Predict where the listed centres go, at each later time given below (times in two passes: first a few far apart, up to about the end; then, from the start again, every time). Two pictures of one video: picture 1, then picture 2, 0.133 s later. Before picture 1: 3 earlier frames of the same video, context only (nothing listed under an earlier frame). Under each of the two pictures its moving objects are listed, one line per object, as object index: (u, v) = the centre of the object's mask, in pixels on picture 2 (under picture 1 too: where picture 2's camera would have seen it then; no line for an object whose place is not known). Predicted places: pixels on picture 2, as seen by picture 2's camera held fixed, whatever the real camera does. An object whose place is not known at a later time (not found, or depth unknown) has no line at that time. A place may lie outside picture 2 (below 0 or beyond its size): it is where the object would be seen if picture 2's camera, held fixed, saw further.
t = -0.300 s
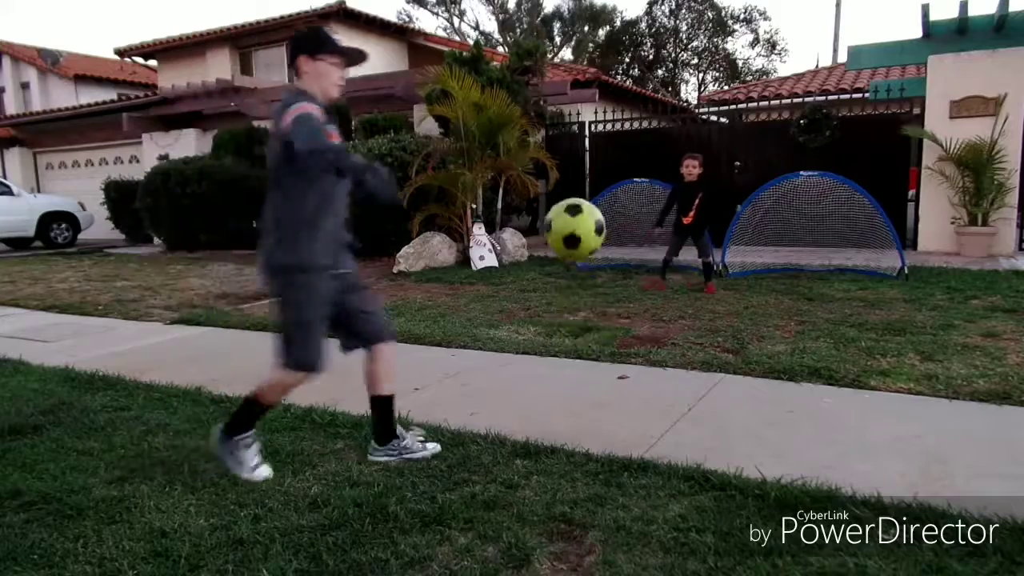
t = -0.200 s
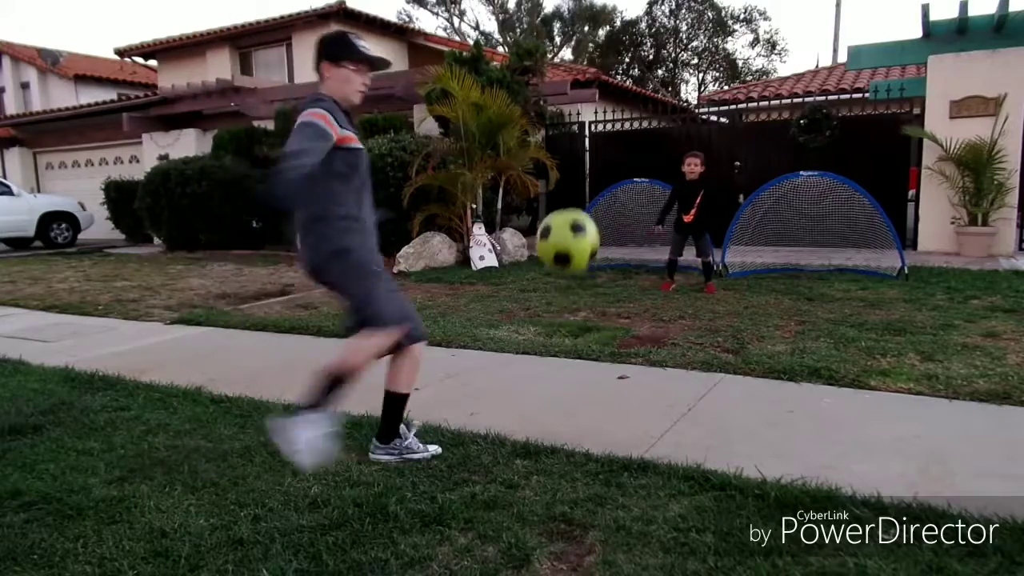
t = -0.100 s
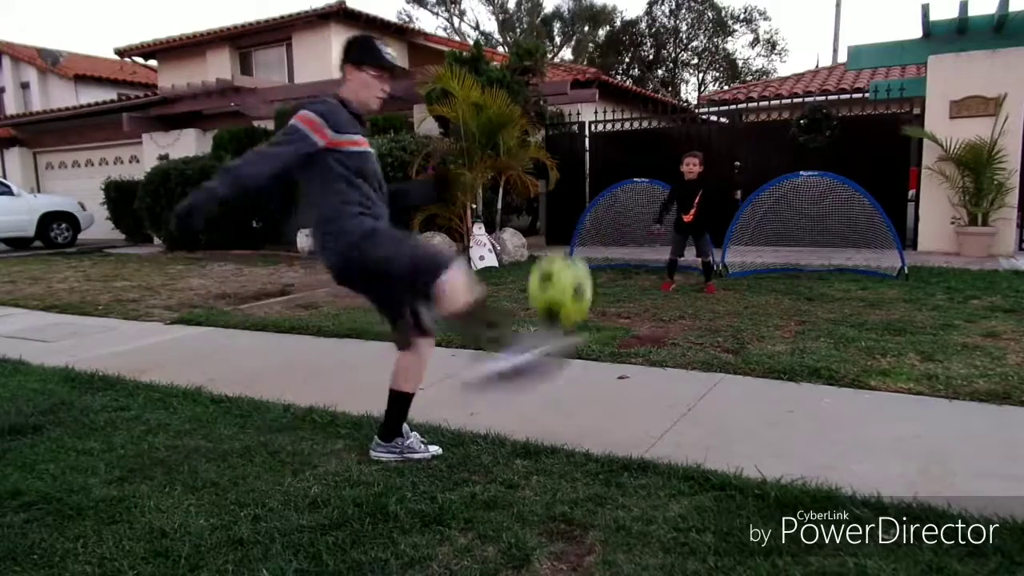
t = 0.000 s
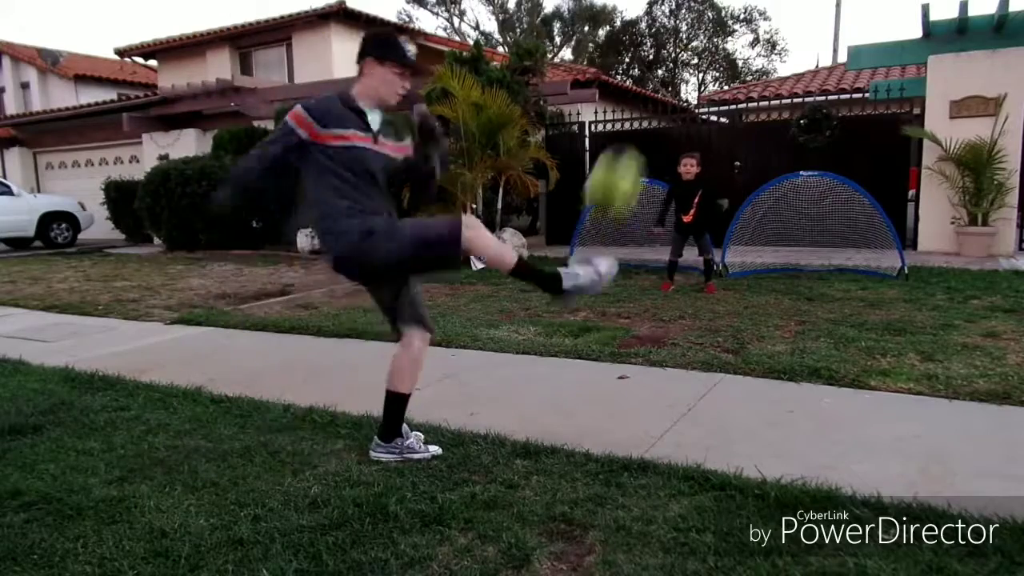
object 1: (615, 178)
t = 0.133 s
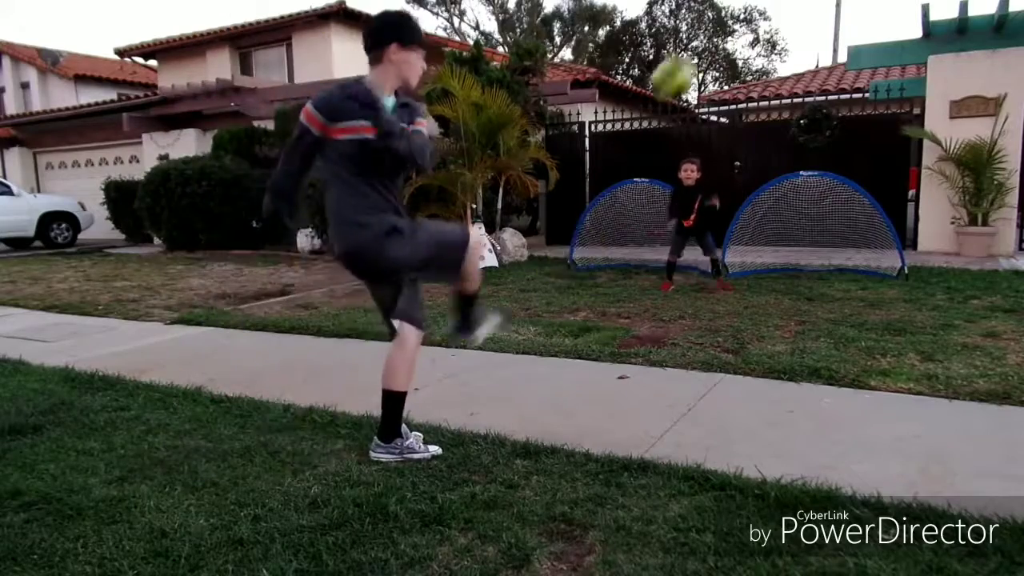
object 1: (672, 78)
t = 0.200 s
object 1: (693, 54)
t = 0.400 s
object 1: (729, 44)
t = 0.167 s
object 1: (683, 65)
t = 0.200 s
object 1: (693, 54)
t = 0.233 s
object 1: (701, 48)
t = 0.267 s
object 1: (708, 43)
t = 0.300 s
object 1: (714, 40)
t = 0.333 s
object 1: (720, 40)
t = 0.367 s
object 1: (725, 42)
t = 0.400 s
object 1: (729, 44)
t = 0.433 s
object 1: (734, 49)
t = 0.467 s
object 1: (737, 54)
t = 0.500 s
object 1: (741, 64)
